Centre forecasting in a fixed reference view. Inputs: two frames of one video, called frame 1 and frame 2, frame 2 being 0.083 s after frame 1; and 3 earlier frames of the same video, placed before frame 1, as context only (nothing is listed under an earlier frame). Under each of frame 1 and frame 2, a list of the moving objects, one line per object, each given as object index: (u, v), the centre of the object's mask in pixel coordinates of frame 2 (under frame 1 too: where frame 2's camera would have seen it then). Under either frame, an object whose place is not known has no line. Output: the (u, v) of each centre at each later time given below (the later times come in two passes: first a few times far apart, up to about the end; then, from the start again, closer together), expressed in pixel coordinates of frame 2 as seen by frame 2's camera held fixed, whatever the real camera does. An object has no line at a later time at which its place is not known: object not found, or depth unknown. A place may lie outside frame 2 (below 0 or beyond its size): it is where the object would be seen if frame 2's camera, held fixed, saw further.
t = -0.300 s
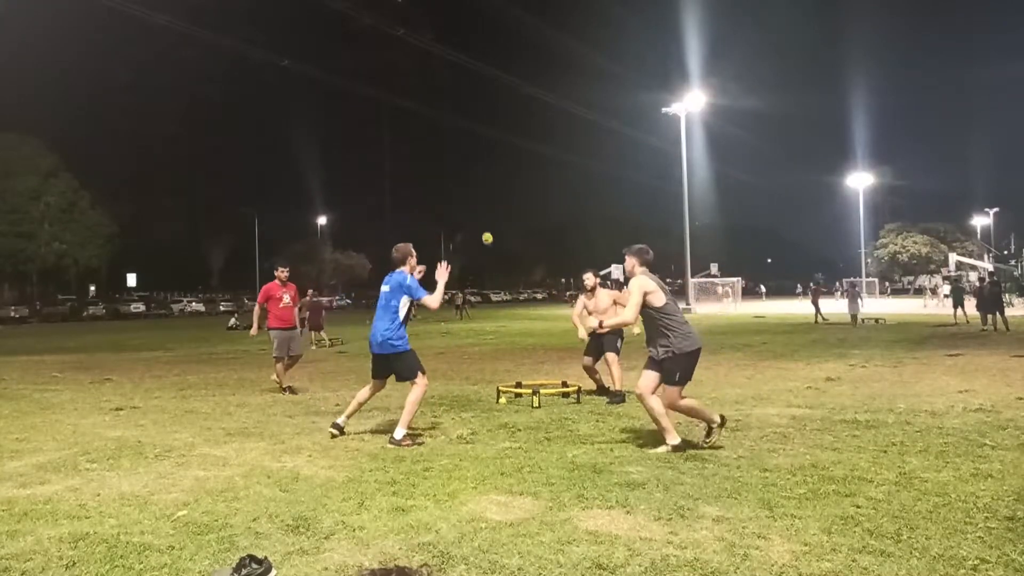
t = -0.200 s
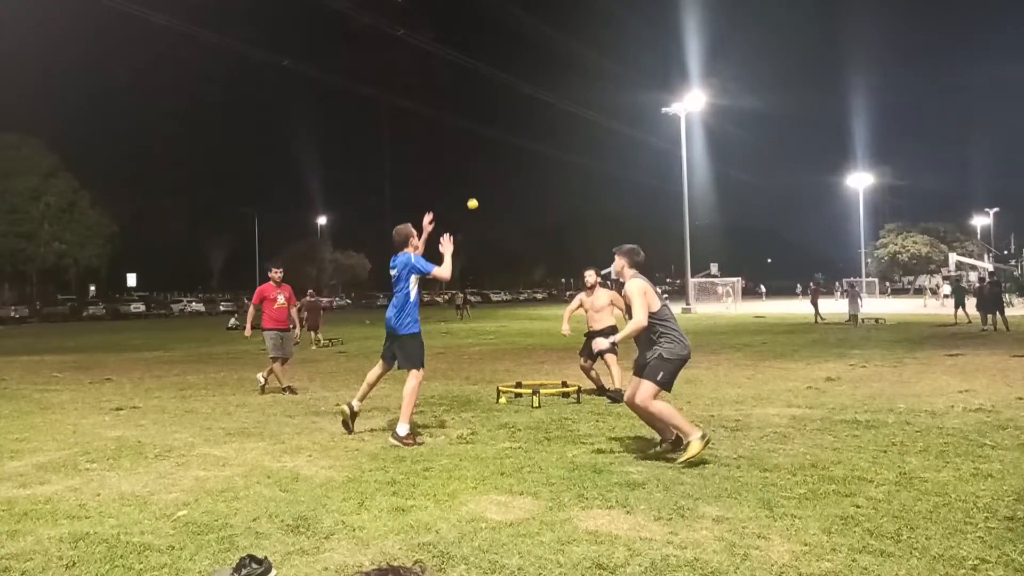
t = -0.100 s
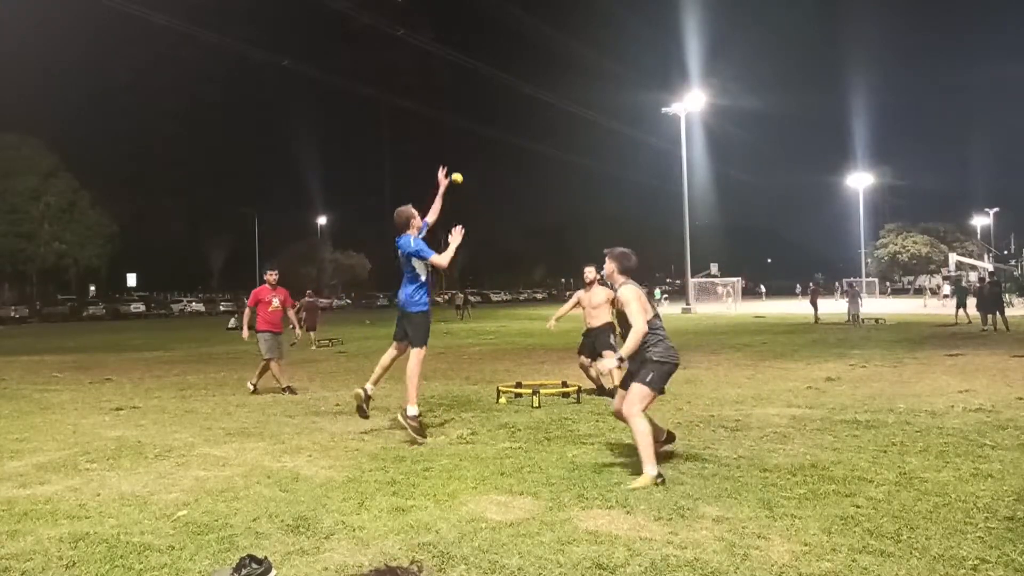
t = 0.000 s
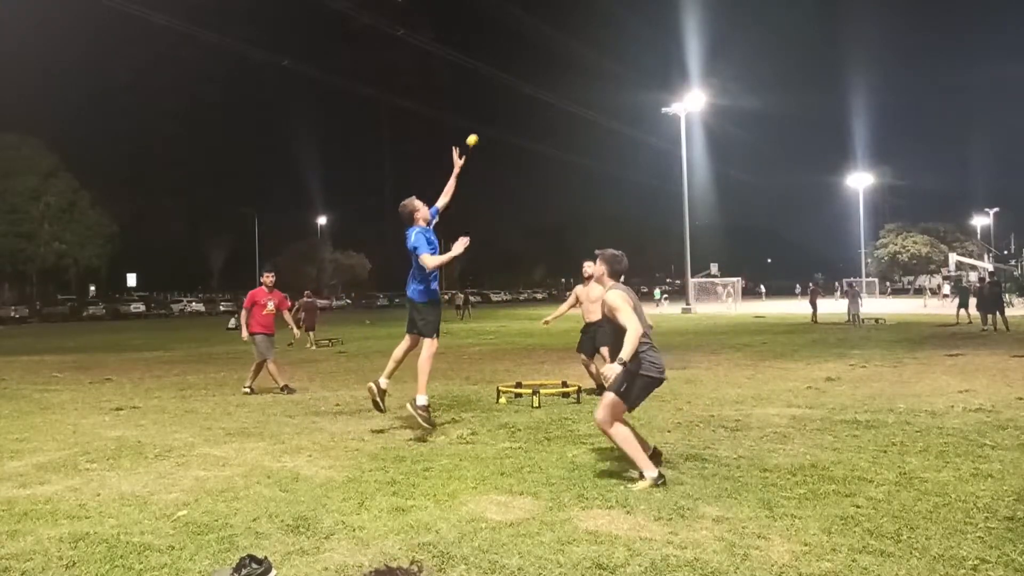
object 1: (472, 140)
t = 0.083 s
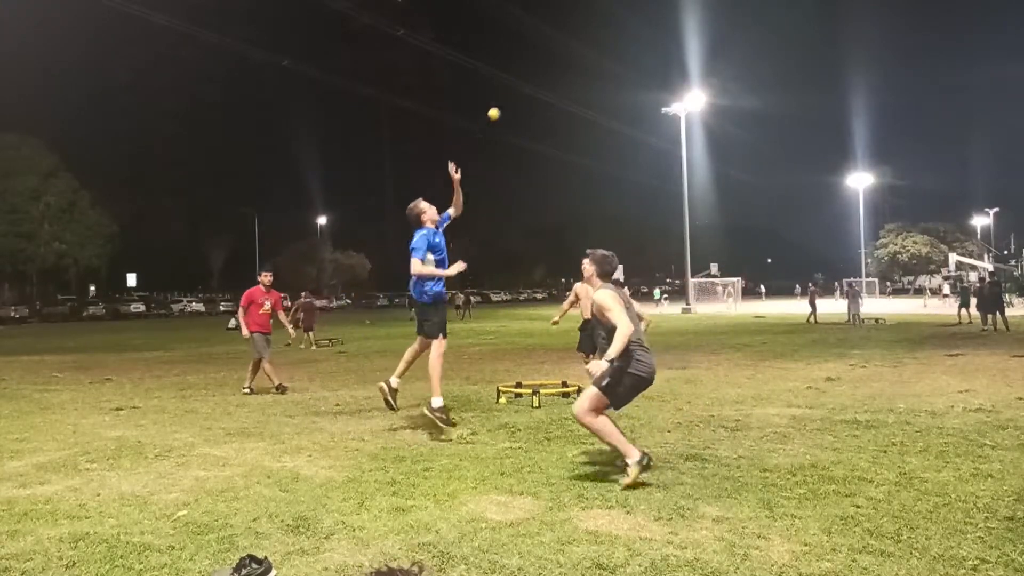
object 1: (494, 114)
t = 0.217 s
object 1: (527, 85)
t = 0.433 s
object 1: (583, 83)
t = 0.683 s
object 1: (647, 146)
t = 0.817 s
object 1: (683, 209)
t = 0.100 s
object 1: (498, 109)
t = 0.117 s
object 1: (502, 104)
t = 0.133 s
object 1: (507, 100)
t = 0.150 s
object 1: (511, 96)
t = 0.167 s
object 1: (515, 93)
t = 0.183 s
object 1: (519, 90)
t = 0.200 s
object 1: (523, 88)
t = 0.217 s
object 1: (527, 85)
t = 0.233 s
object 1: (532, 84)
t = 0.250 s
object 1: (536, 82)
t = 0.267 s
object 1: (540, 80)
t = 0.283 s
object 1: (545, 79)
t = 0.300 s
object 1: (549, 78)
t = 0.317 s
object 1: (554, 77)
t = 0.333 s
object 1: (558, 77)
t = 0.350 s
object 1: (562, 77)
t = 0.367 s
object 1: (566, 78)
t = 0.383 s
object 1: (570, 78)
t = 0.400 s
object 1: (574, 80)
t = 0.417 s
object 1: (578, 81)
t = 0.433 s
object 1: (583, 83)
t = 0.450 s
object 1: (587, 85)
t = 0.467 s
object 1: (591, 87)
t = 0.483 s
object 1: (596, 90)
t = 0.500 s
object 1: (600, 93)
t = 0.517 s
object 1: (605, 96)
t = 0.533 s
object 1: (609, 99)
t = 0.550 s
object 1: (613, 103)
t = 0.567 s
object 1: (617, 107)
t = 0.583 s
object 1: (621, 112)
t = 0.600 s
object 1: (626, 117)
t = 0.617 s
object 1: (630, 122)
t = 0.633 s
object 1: (634, 128)
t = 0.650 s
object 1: (638, 134)
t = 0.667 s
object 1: (643, 140)
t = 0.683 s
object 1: (647, 146)
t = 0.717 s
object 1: (657, 160)
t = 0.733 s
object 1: (661, 167)
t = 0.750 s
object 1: (666, 174)
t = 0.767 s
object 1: (670, 182)
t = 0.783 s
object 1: (675, 190)
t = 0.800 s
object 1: (680, 199)
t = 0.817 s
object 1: (683, 209)
